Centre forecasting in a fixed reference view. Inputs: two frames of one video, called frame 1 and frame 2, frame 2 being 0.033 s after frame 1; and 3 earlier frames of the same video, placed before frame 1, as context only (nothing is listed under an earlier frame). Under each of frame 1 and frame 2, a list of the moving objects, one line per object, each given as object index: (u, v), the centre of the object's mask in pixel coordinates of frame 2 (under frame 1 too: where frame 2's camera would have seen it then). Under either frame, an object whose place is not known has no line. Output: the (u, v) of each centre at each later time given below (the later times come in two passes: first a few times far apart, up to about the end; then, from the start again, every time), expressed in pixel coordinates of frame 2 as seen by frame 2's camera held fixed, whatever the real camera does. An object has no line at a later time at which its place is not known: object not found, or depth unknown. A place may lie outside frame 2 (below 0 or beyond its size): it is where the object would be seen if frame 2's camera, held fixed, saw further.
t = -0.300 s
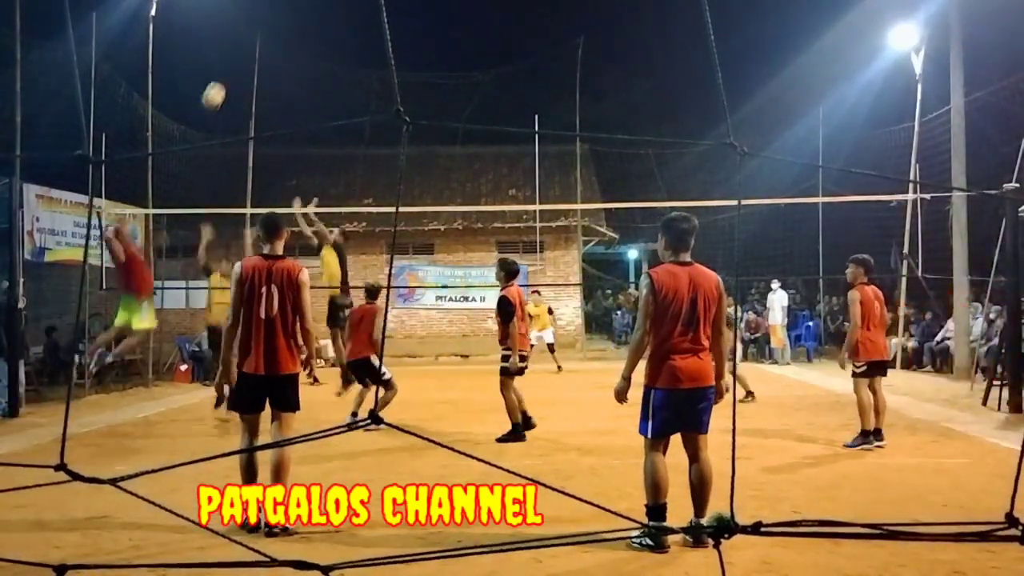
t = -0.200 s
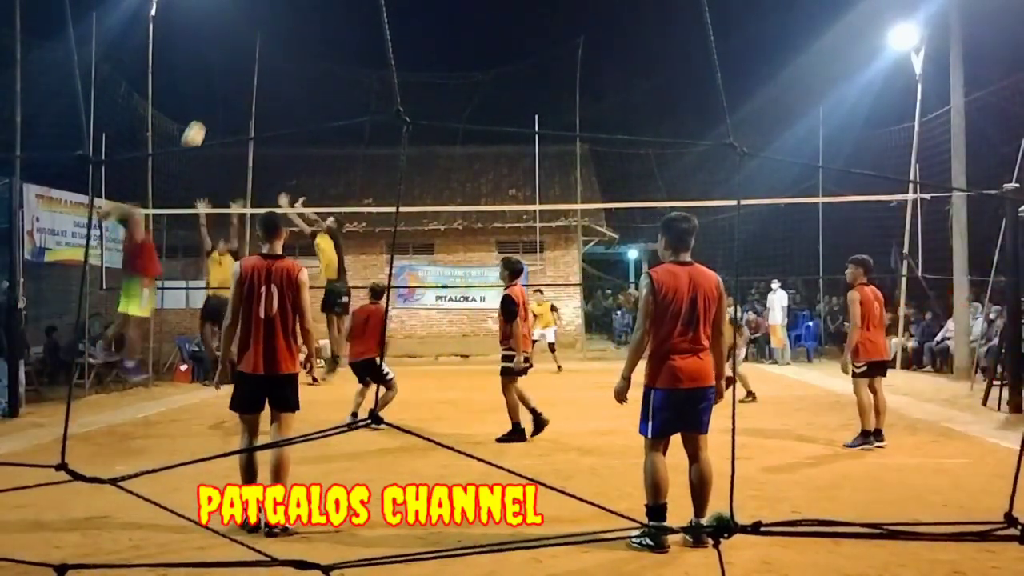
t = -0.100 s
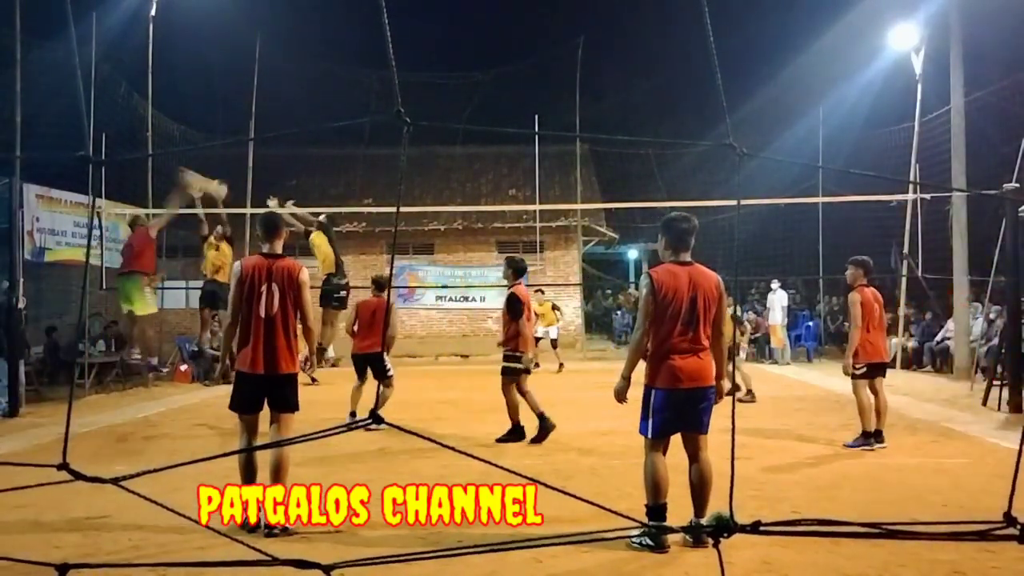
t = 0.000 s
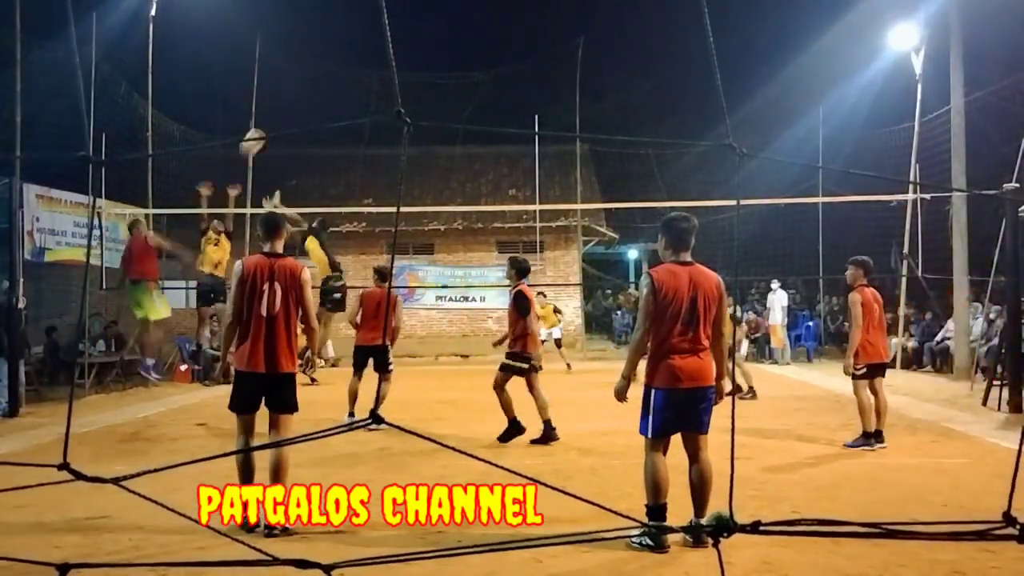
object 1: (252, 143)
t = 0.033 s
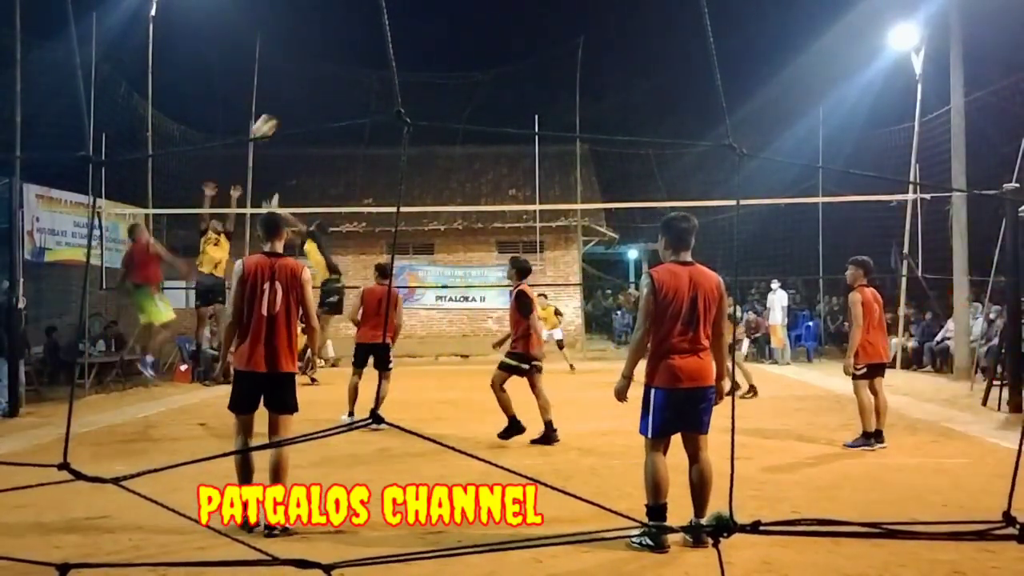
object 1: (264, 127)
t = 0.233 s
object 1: (335, 59)
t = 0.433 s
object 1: (404, 26)
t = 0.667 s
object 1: (480, 31)
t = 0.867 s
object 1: (541, 68)
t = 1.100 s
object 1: (609, 148)
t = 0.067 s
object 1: (275, 115)
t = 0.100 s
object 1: (288, 101)
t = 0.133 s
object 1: (300, 89)
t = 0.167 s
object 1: (311, 78)
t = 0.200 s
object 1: (323, 68)
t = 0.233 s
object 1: (335, 59)
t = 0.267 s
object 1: (347, 52)
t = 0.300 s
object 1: (358, 45)
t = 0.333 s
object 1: (370, 38)
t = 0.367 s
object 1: (381, 33)
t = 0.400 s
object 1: (393, 29)
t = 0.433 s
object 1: (404, 26)
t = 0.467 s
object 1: (415, 24)
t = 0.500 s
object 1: (426, 23)
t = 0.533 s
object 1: (437, 23)
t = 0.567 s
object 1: (448, 24)
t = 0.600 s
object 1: (458, 25)
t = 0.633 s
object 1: (469, 27)
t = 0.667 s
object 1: (480, 31)
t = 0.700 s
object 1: (490, 35)
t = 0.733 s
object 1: (501, 40)
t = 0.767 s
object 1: (511, 46)
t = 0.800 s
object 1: (521, 53)
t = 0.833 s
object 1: (531, 60)
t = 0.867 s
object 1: (541, 68)
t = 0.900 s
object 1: (551, 77)
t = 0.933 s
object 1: (561, 87)
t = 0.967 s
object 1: (571, 97)
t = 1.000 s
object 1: (580, 109)
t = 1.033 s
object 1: (590, 121)
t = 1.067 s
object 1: (599, 134)
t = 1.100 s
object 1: (609, 148)
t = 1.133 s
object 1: (618, 162)
